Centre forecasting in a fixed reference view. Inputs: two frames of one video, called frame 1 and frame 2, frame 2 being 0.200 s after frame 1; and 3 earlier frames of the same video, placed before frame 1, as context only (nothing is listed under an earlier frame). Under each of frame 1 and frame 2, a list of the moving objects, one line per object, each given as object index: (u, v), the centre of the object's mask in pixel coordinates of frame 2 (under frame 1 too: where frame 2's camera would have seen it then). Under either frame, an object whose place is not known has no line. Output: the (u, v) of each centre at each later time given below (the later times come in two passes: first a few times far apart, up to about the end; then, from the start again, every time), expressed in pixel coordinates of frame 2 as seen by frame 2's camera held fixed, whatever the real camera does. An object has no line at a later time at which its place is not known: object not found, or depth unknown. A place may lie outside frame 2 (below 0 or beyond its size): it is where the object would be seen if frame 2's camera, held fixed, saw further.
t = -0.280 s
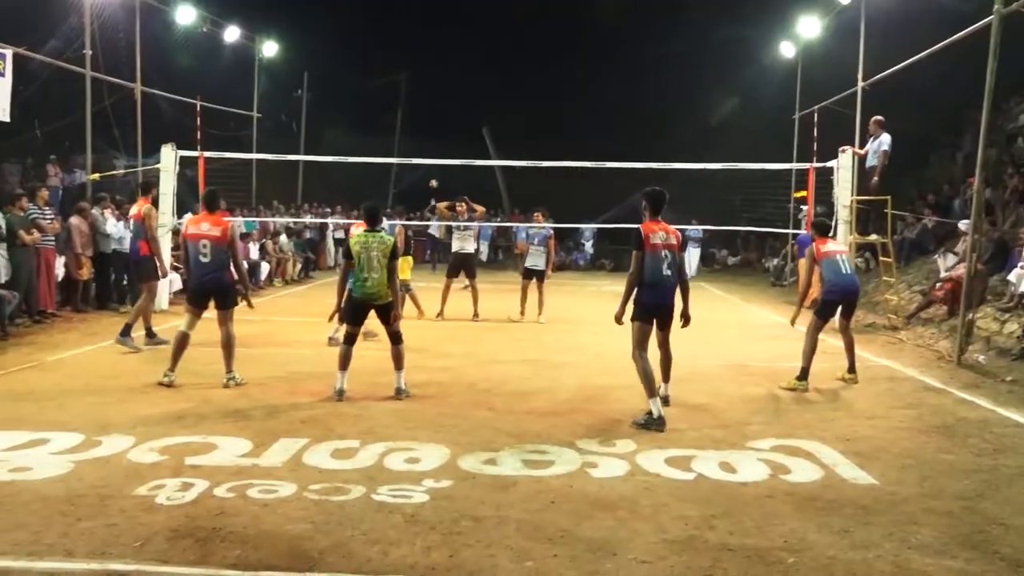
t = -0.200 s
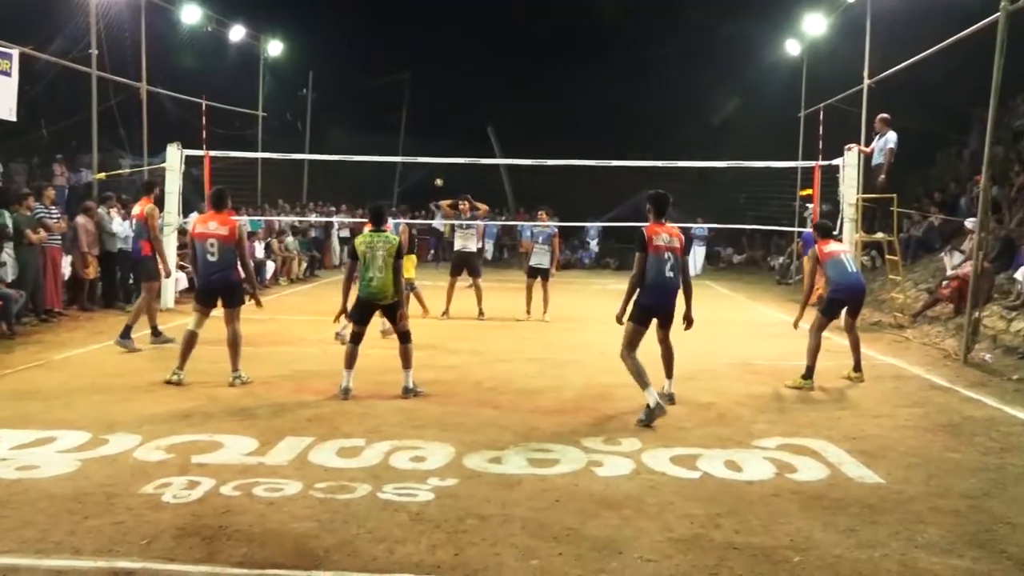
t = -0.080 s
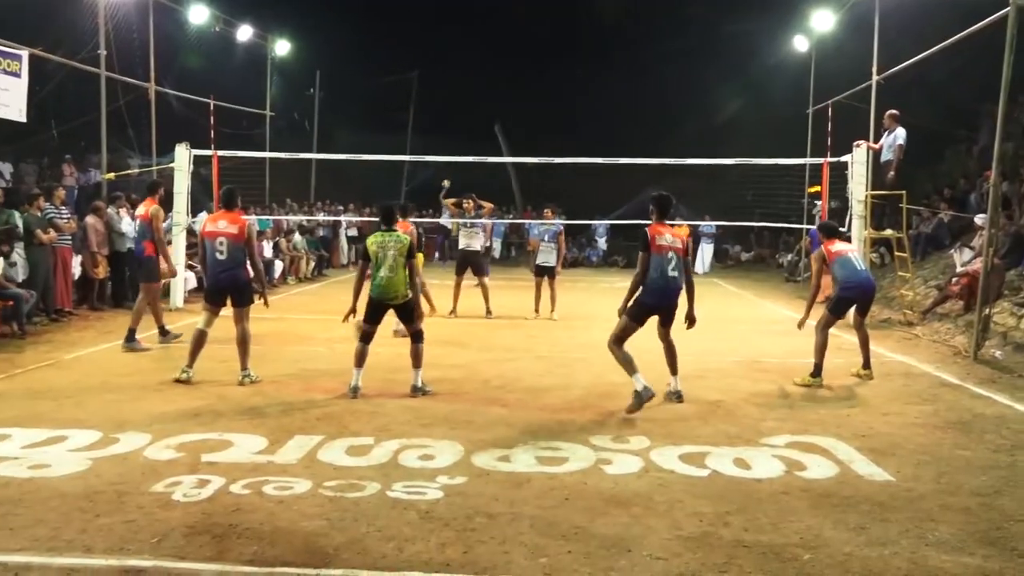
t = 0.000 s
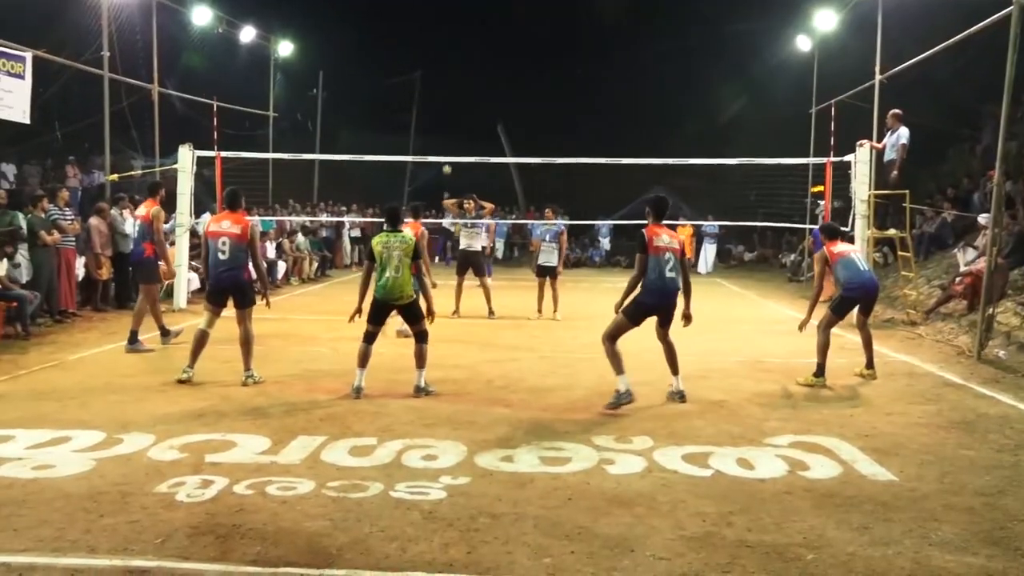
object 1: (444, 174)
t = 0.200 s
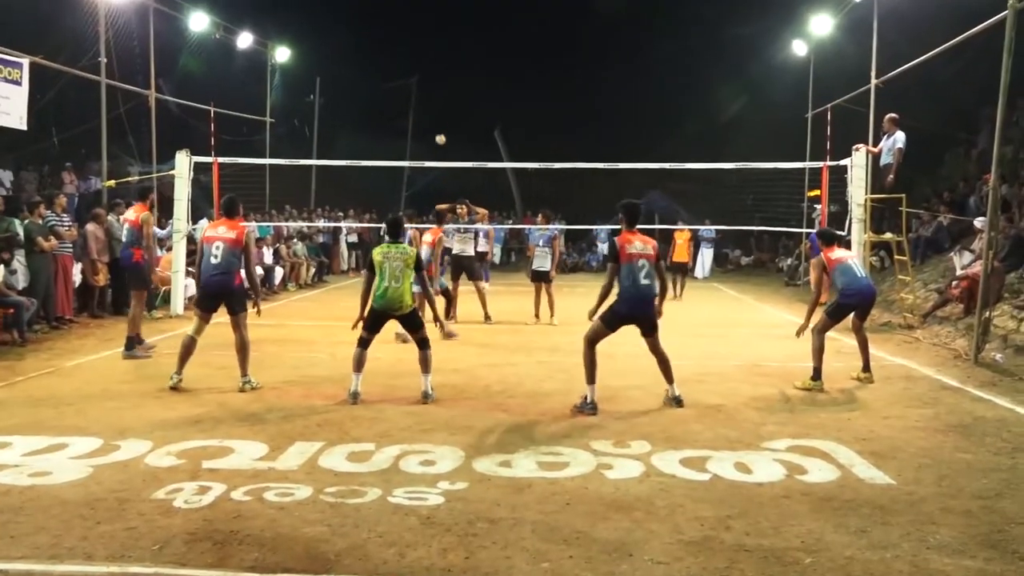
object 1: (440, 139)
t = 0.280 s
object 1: (439, 127)
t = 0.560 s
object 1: (431, 107)
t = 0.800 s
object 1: (429, 123)
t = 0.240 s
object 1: (440, 133)
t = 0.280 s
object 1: (439, 127)
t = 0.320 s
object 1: (438, 122)
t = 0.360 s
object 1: (437, 118)
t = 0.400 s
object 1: (436, 115)
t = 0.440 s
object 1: (435, 111)
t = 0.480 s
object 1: (434, 109)
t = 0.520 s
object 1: (433, 108)
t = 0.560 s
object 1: (431, 107)
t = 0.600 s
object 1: (431, 107)
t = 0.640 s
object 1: (430, 107)
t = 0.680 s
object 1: (429, 110)
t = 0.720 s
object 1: (429, 113)
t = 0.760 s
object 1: (429, 117)
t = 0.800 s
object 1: (429, 123)
